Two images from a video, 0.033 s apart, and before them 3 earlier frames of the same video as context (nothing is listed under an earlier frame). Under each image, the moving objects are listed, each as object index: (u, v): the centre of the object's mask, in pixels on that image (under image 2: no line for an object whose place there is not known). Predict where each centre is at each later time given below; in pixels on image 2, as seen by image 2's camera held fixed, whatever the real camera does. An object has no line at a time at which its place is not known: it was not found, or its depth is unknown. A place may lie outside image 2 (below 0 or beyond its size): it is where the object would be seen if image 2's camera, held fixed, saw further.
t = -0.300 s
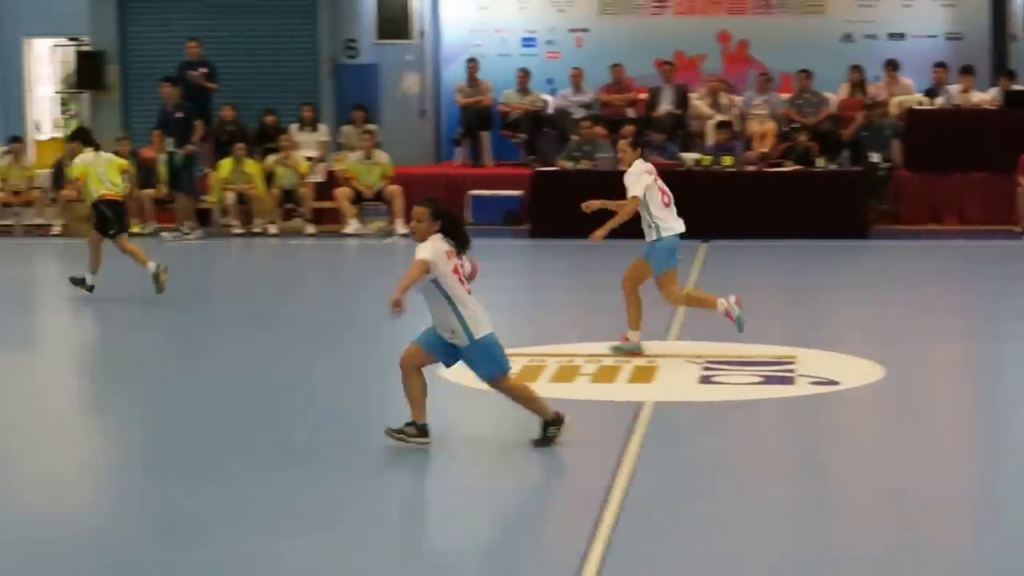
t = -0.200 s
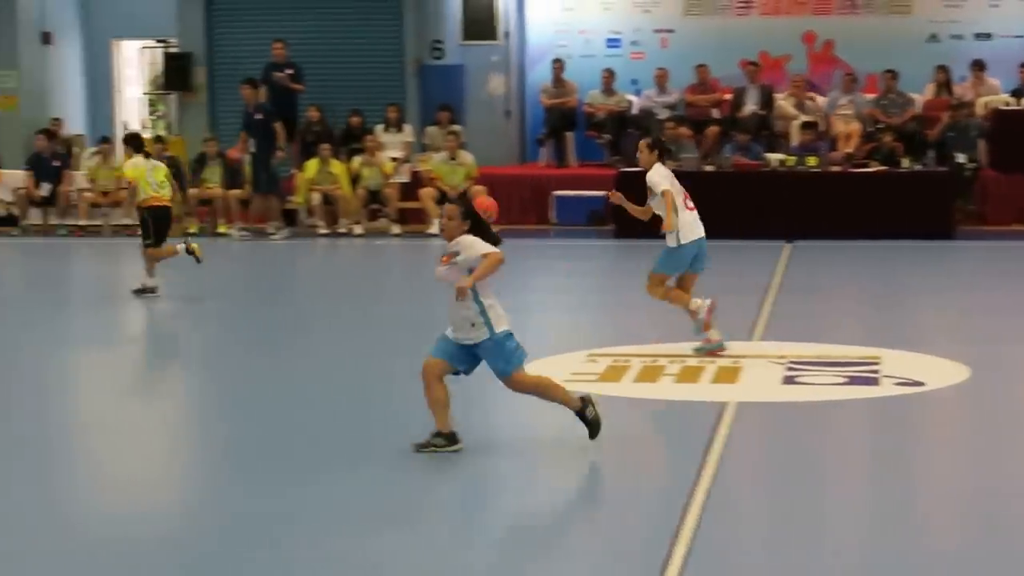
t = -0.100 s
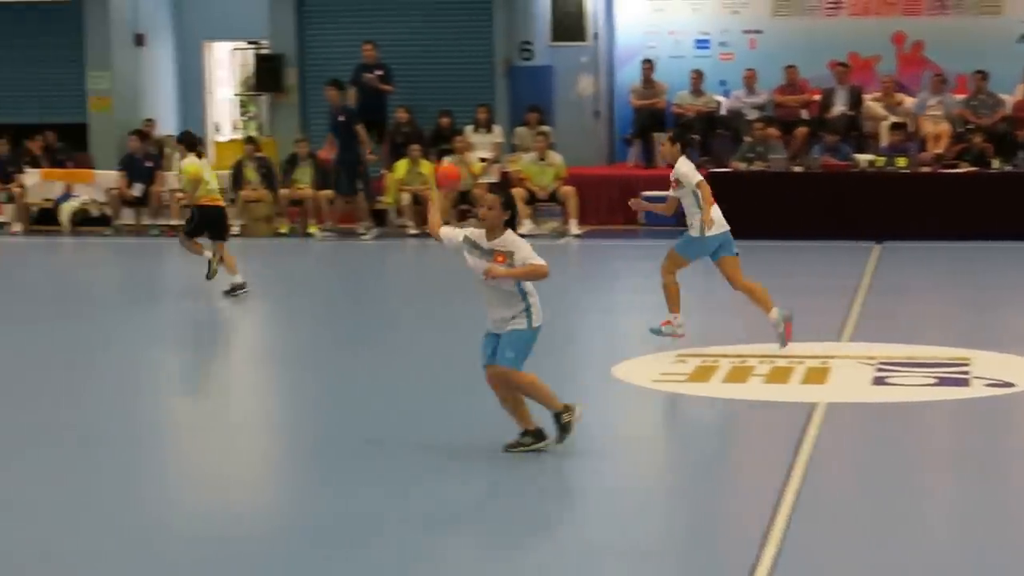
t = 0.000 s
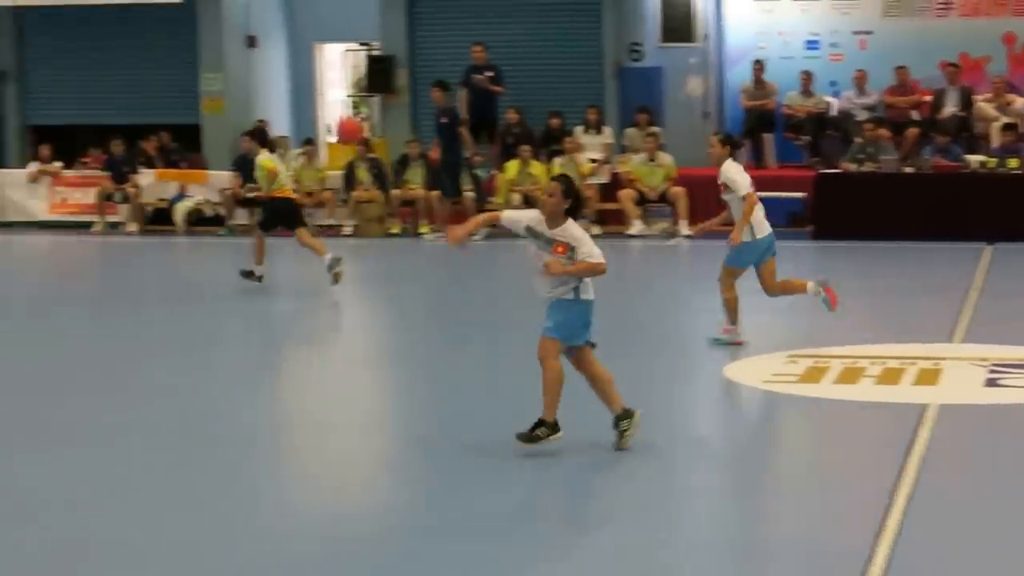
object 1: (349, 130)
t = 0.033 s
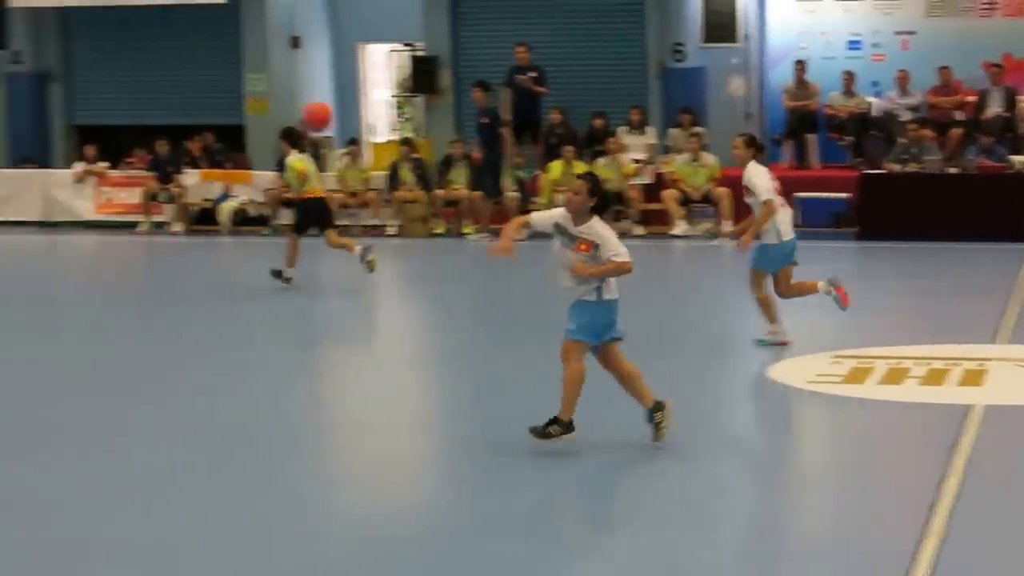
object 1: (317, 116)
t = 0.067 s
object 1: (242, 104)
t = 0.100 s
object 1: (167, 92)
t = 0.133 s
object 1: (85, 82)
